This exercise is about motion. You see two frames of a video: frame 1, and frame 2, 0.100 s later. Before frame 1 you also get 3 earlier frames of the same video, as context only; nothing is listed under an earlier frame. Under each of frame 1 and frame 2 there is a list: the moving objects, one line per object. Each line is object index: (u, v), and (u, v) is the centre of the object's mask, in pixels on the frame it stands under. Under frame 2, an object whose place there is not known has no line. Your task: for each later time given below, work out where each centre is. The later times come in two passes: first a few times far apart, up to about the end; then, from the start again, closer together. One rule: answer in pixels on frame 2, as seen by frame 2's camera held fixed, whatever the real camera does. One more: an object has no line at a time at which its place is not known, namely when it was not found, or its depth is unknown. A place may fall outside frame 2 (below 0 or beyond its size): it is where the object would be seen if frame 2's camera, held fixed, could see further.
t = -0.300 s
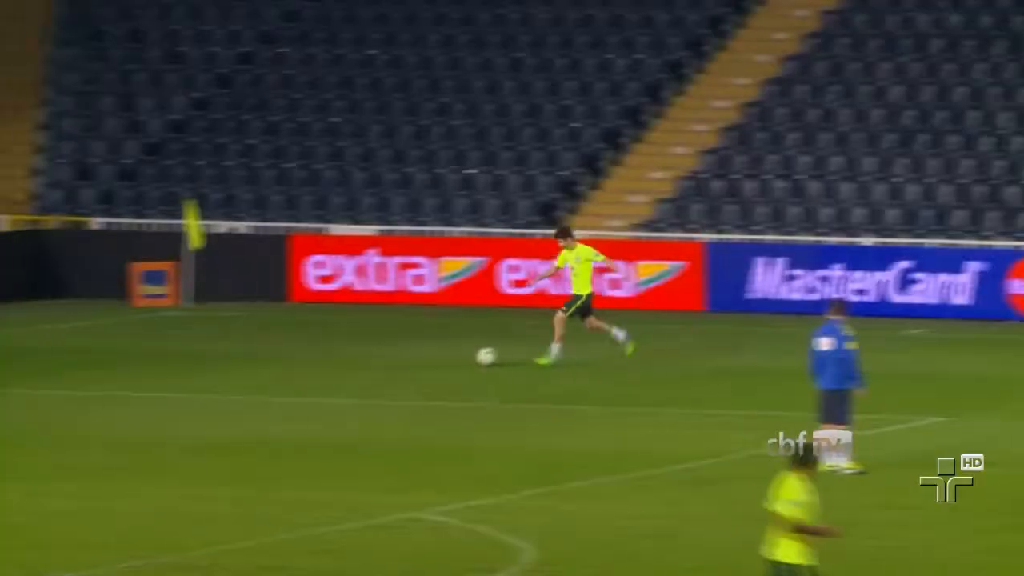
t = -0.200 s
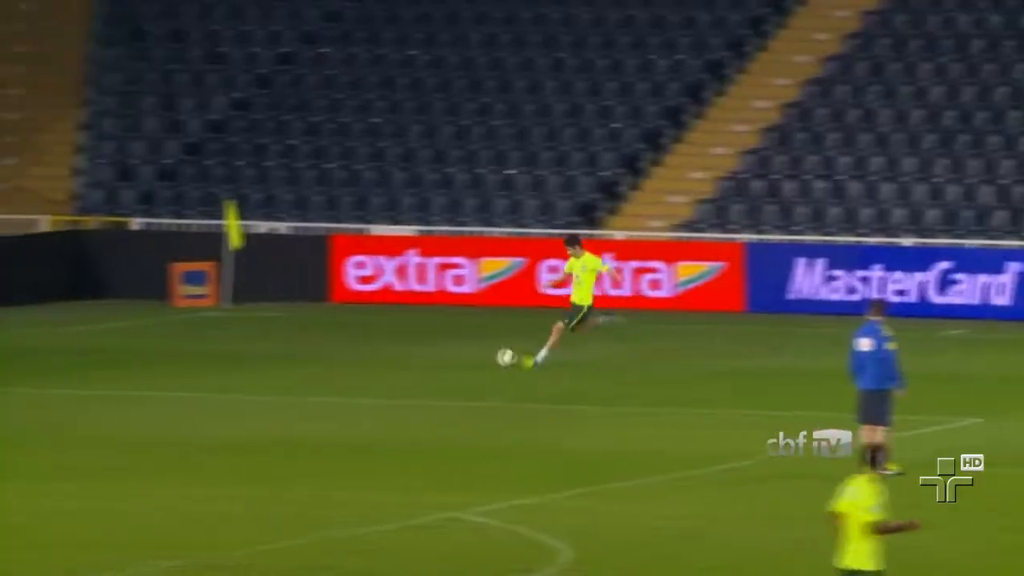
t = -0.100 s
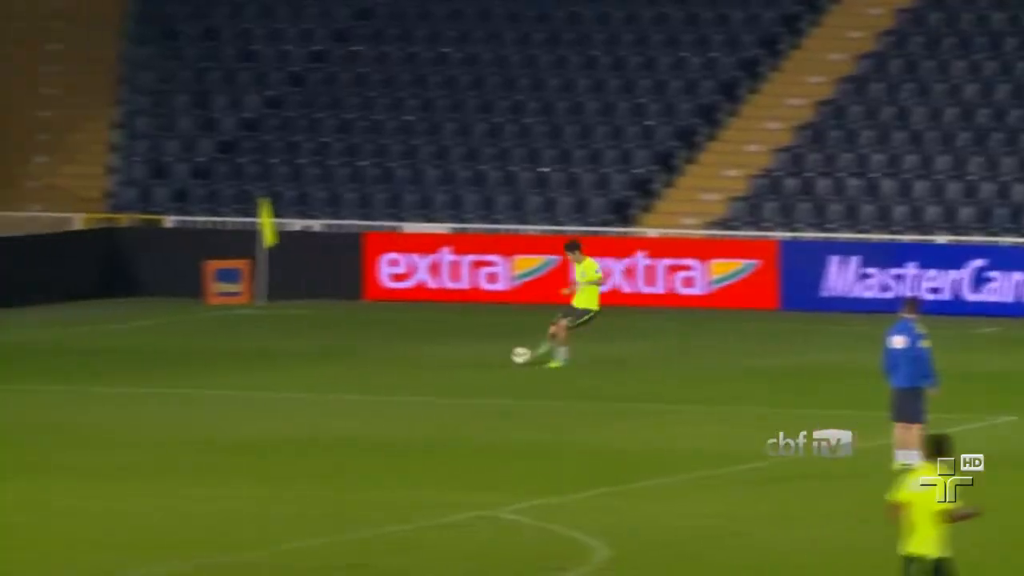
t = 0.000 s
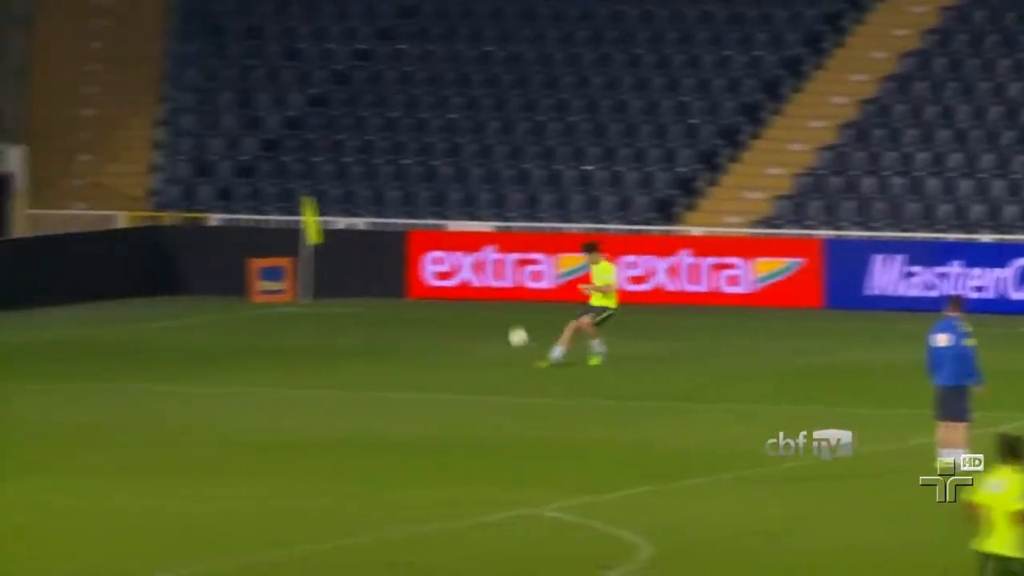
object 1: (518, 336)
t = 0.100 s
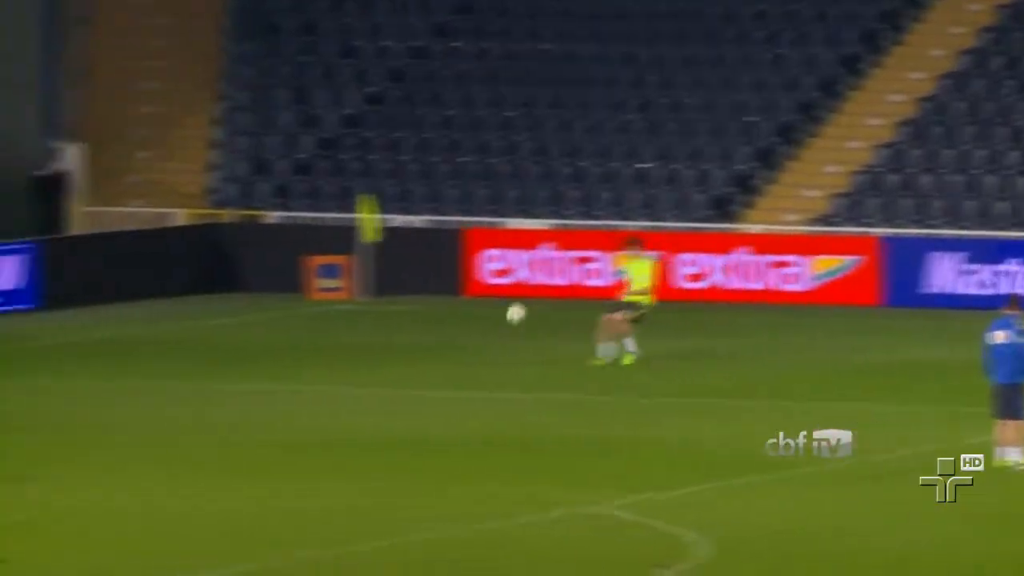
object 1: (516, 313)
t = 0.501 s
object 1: (284, 265)
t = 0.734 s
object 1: (149, 273)
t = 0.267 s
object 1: (419, 284)
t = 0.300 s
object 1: (399, 280)
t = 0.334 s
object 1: (380, 277)
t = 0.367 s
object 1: (361, 272)
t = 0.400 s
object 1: (342, 269)
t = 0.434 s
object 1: (322, 266)
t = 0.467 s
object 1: (302, 265)
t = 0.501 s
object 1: (284, 265)
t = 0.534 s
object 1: (265, 264)
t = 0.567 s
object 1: (246, 264)
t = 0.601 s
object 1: (226, 264)
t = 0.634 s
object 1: (206, 266)
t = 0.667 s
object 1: (187, 268)
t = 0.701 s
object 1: (168, 270)
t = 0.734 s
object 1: (149, 273)
